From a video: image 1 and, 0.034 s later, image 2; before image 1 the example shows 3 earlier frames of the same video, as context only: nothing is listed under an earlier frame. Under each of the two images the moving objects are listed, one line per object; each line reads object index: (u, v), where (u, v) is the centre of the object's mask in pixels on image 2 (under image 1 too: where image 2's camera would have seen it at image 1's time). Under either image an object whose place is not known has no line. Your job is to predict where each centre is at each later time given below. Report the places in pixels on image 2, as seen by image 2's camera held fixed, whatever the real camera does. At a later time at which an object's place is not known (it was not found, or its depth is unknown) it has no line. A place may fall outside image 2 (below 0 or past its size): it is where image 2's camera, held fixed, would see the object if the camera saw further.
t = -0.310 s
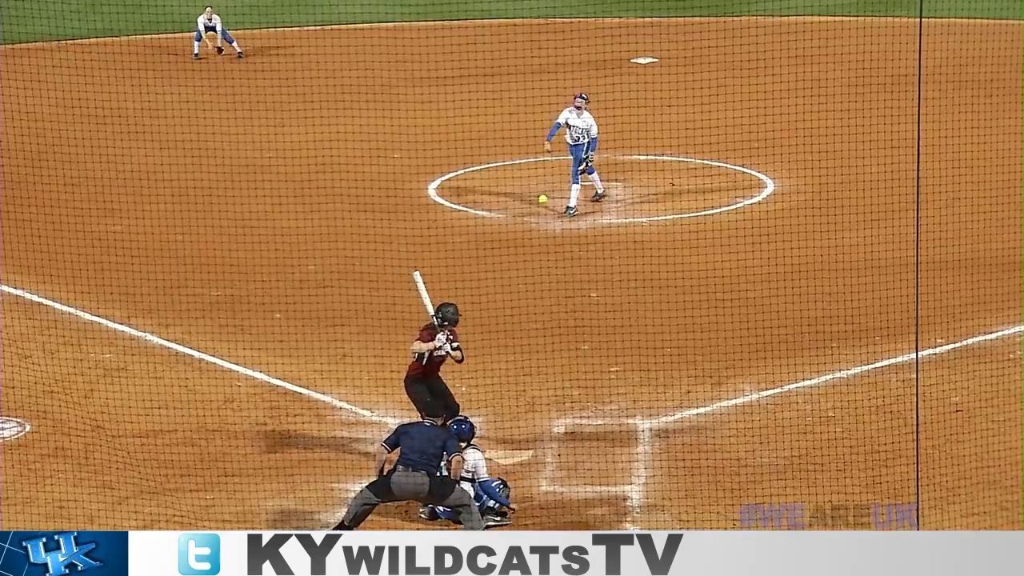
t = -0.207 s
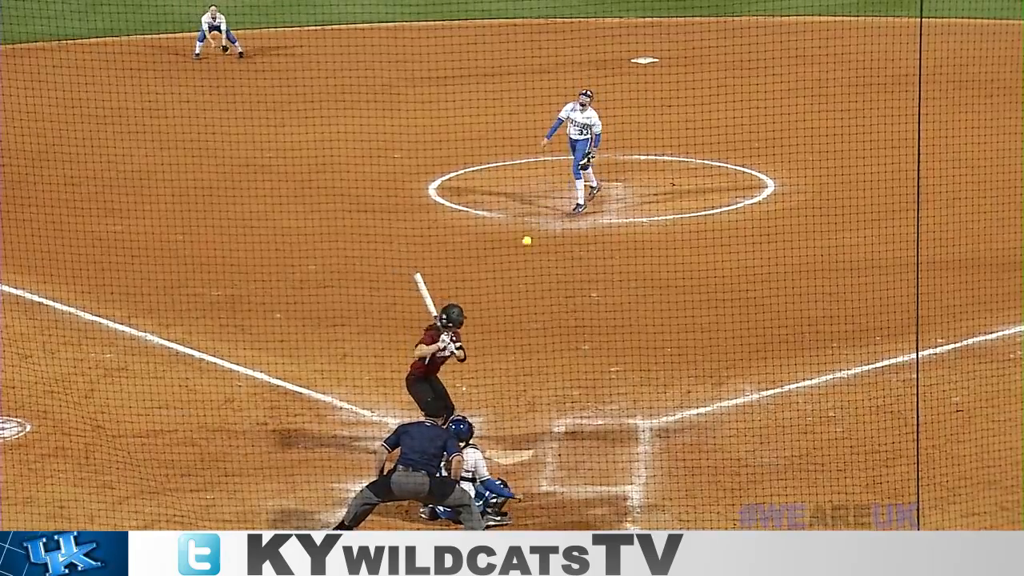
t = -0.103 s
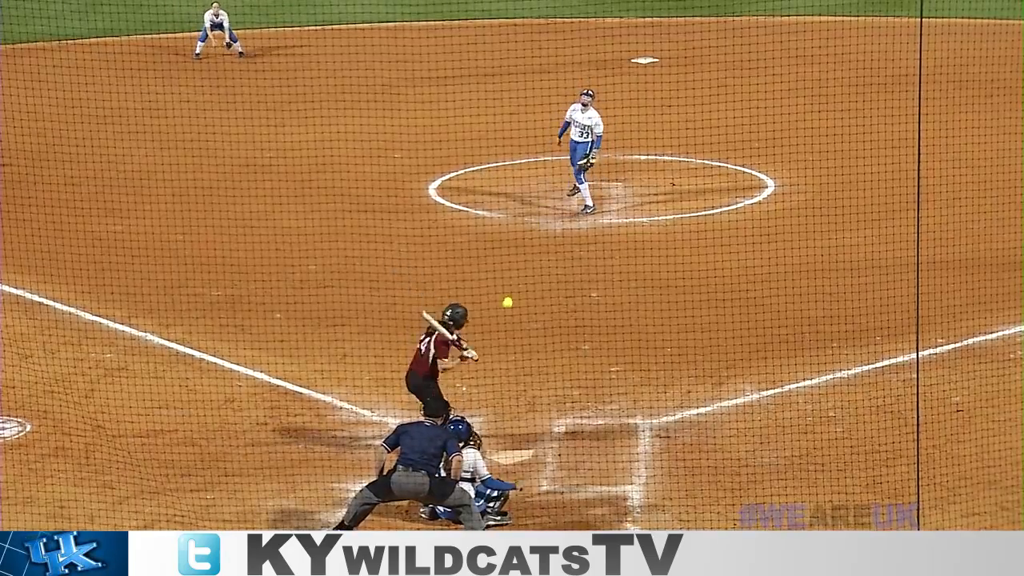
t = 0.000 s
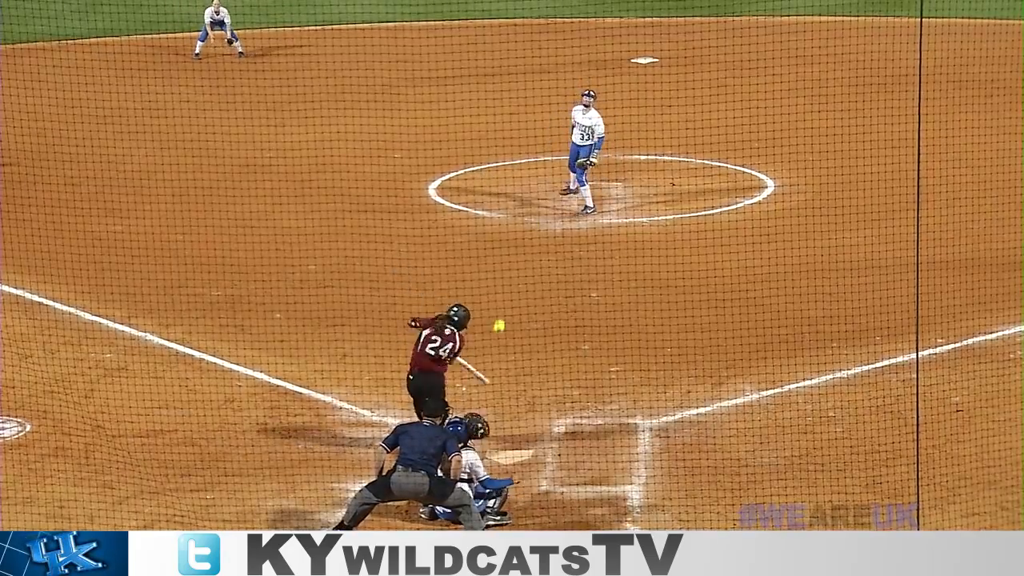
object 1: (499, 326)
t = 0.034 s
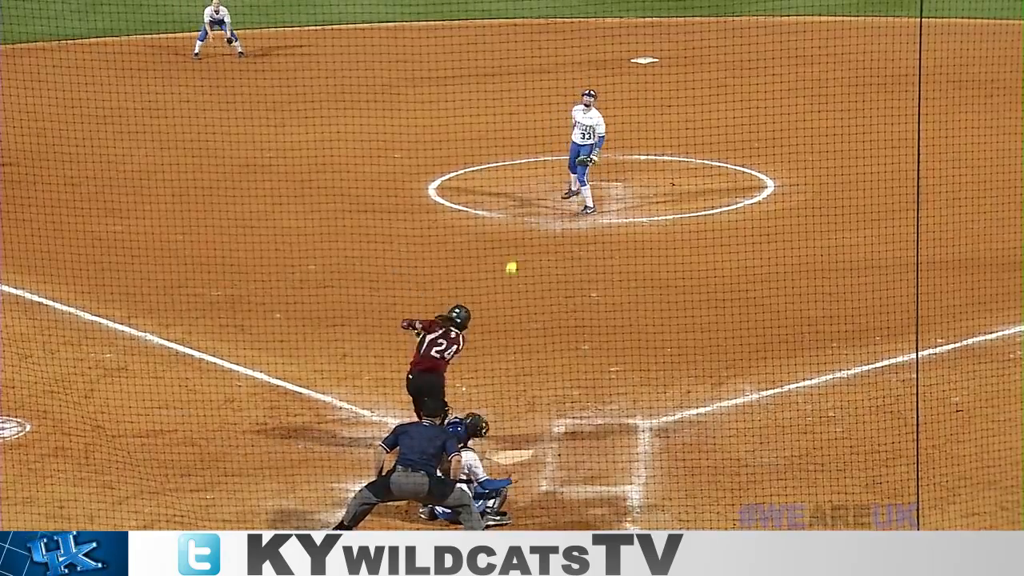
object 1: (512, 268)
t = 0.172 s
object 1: (558, 71)
